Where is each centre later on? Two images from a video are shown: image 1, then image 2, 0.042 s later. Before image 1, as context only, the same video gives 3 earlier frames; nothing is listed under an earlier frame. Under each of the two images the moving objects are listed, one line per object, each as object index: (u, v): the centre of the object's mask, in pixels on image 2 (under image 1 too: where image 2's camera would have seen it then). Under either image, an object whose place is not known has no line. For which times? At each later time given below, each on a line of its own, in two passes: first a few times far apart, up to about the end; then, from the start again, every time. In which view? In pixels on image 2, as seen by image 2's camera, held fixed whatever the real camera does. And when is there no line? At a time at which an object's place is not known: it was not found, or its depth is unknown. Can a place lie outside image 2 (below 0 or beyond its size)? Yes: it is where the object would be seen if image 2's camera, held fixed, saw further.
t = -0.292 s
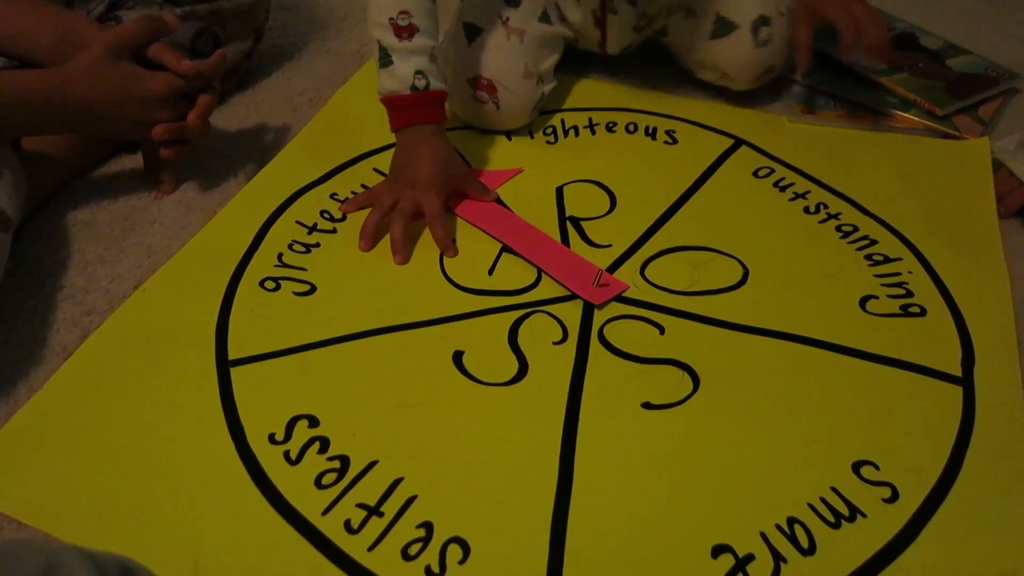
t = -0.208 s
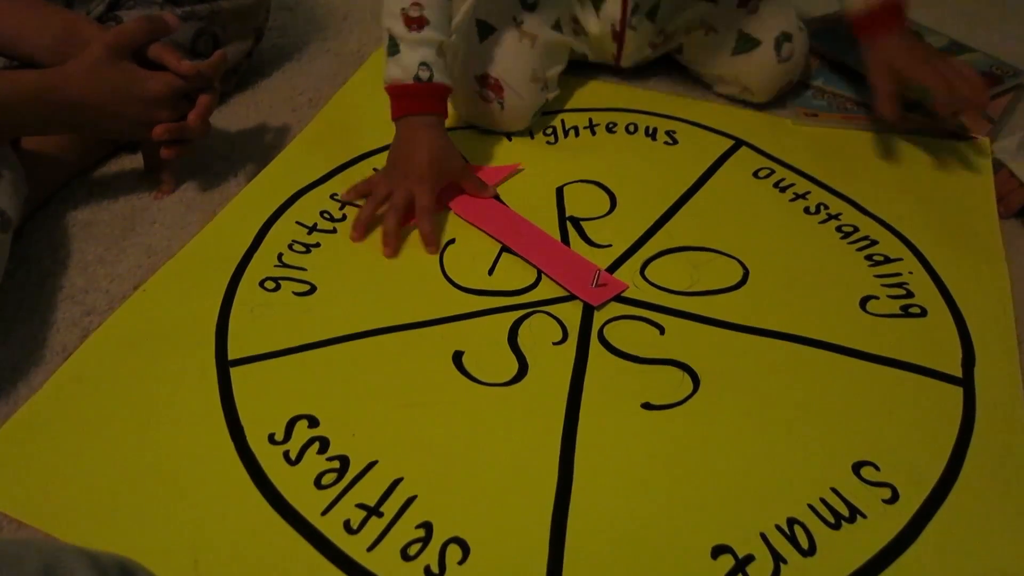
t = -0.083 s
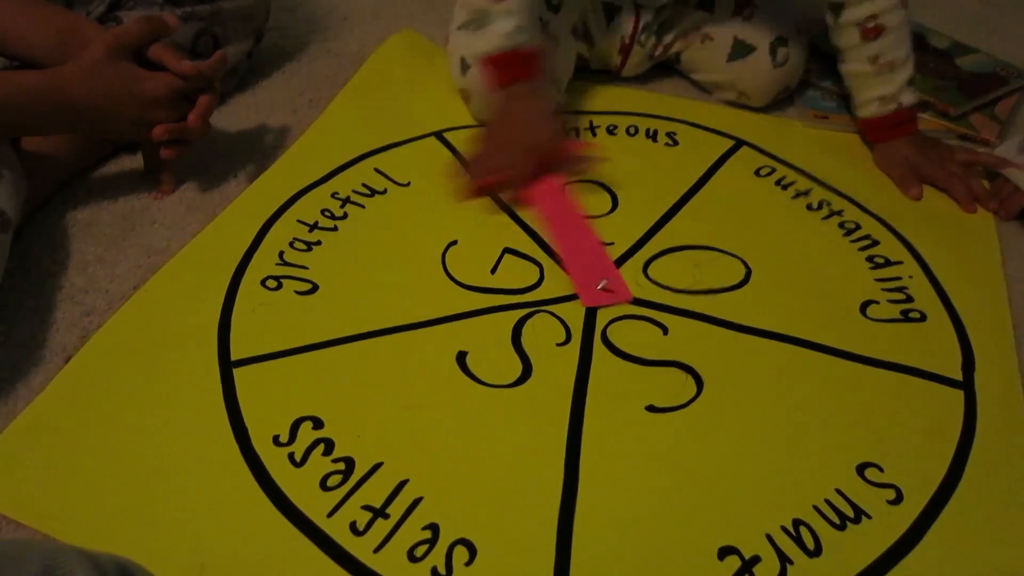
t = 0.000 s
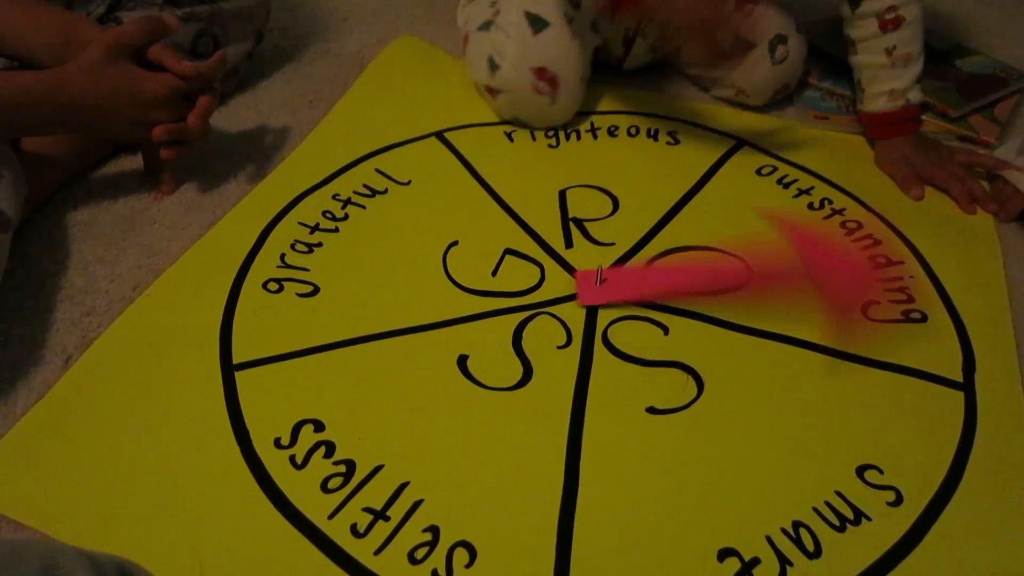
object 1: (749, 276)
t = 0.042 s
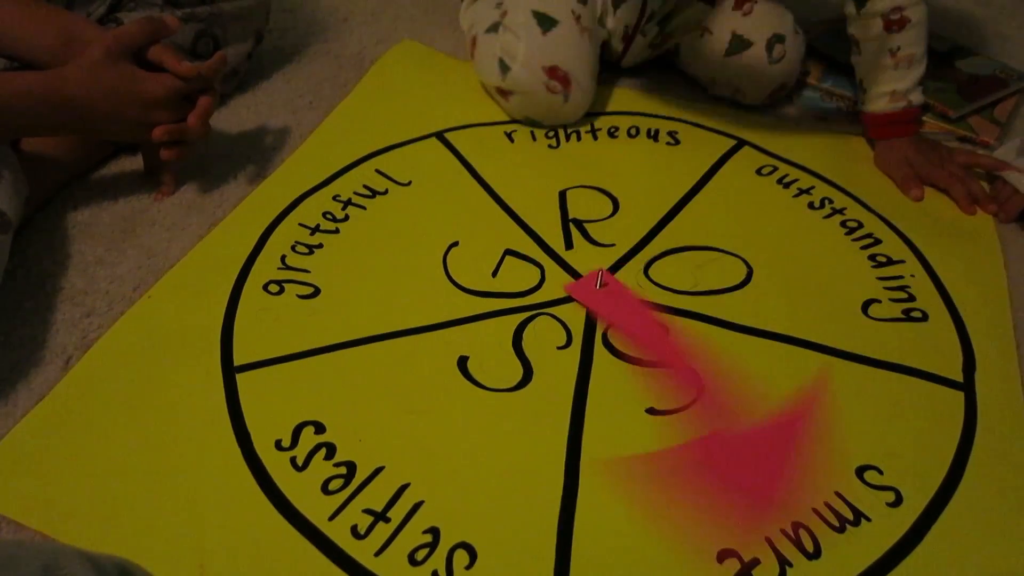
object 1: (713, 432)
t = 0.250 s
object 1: (566, 208)
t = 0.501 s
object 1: (759, 383)
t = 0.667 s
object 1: (650, 445)
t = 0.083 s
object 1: (524, 429)
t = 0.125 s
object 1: (440, 345)
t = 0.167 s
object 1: (442, 270)
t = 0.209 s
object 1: (499, 225)
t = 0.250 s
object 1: (566, 208)
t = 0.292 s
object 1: (630, 210)
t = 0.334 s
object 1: (686, 228)
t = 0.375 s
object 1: (733, 259)
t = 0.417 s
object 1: (763, 299)
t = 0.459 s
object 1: (773, 343)
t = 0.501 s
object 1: (759, 383)
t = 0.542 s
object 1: (731, 413)
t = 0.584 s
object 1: (701, 433)
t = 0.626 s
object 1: (672, 441)
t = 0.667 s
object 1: (650, 445)
